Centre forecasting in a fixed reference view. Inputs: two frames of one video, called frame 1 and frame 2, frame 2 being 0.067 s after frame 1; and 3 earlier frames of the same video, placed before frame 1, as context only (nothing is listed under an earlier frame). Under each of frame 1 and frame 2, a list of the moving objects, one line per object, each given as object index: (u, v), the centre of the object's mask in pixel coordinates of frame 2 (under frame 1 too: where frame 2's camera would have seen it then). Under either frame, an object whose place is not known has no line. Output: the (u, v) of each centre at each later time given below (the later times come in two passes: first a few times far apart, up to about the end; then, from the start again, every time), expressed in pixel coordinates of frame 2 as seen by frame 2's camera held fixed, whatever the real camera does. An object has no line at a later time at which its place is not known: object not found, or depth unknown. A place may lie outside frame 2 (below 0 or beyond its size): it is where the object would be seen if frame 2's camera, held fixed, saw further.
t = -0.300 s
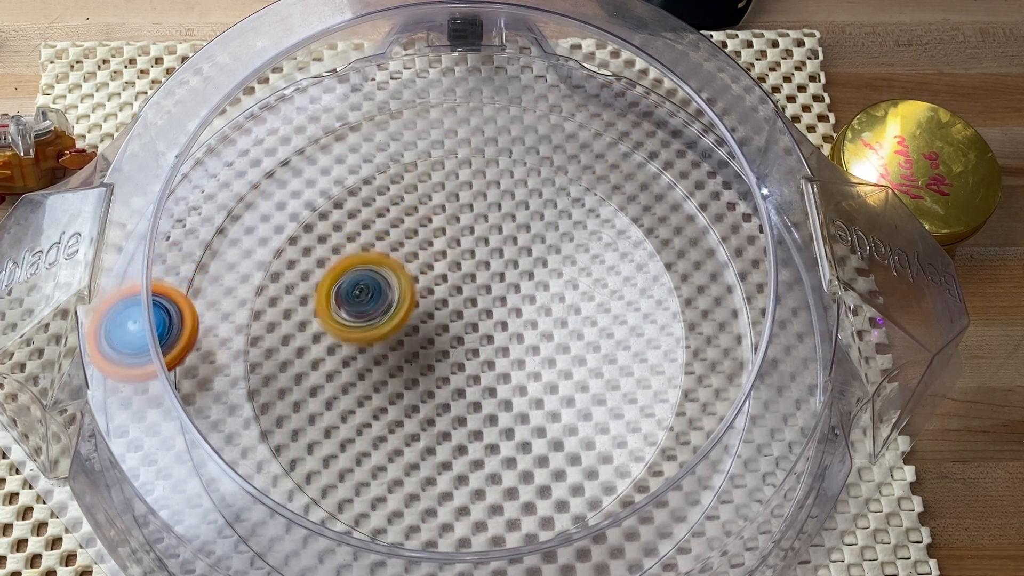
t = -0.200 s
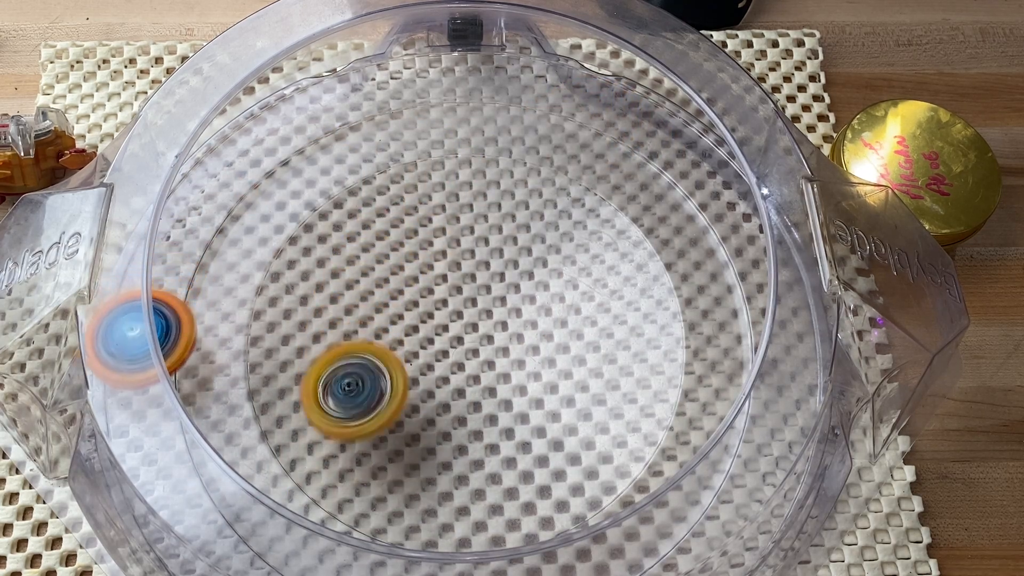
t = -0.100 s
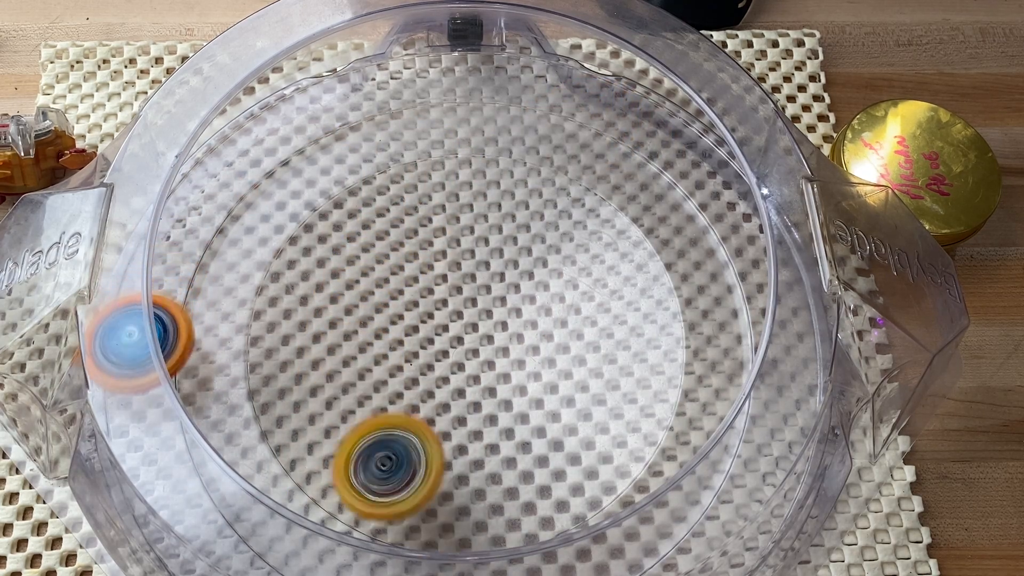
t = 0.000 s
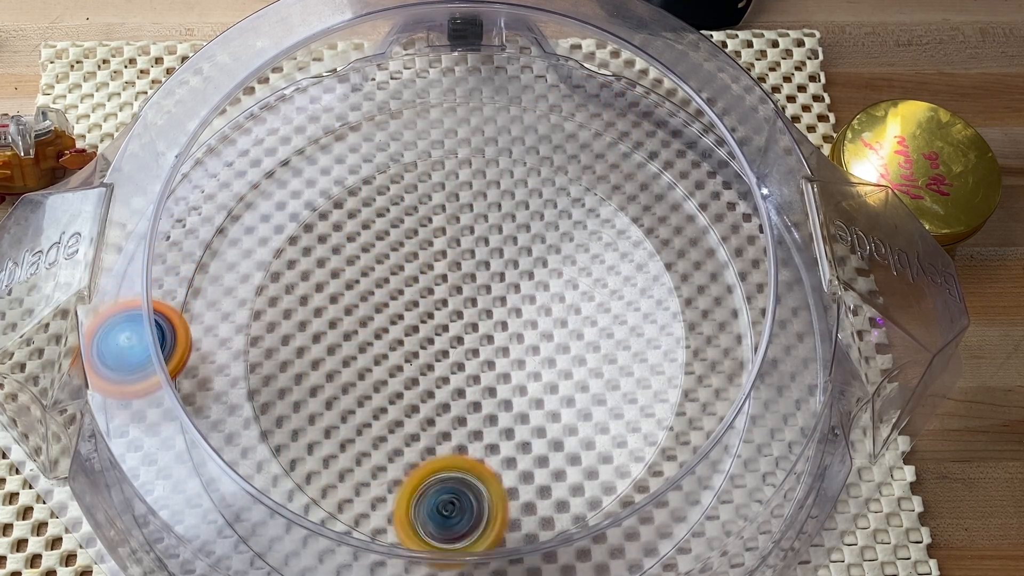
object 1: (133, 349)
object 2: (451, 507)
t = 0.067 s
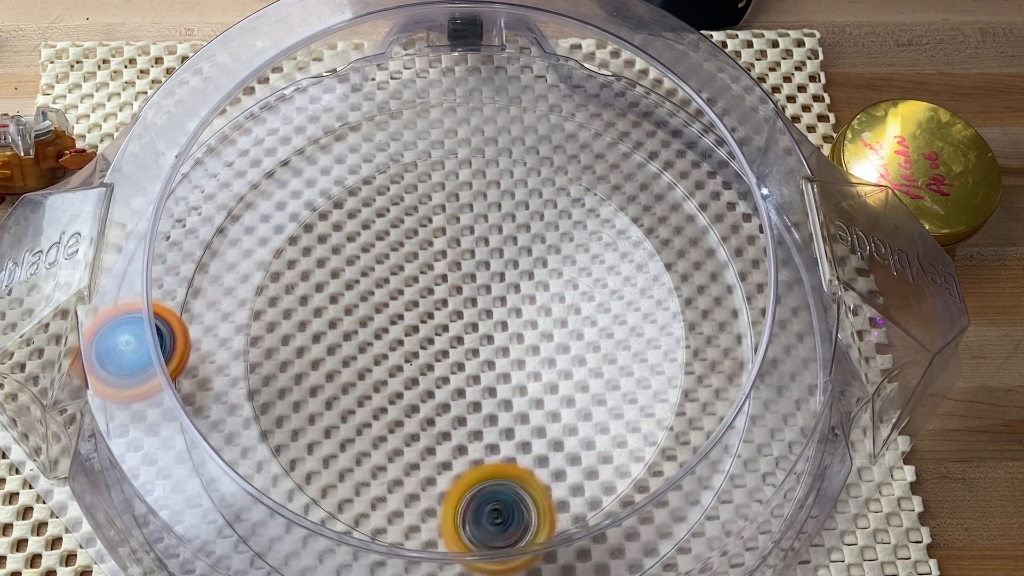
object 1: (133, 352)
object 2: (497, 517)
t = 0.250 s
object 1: (134, 362)
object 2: (595, 452)
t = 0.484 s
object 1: (130, 376)
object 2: (555, 288)
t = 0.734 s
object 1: (148, 390)
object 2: (357, 227)
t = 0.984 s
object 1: (189, 408)
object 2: (270, 325)
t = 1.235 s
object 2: (540, 302)
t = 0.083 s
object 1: (133, 353)
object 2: (509, 509)
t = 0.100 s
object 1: (132, 354)
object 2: (521, 513)
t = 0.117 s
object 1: (133, 355)
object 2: (530, 504)
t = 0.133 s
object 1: (134, 355)
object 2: (541, 501)
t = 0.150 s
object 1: (133, 357)
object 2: (550, 496)
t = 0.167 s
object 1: (134, 357)
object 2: (562, 494)
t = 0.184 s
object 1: (133, 359)
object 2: (570, 485)
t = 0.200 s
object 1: (134, 359)
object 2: (578, 479)
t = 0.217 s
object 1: (134, 360)
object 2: (585, 471)
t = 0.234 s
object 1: (134, 361)
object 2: (590, 462)
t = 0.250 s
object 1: (134, 362)
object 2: (595, 452)
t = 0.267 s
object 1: (129, 364)
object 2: (598, 442)
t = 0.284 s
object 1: (130, 364)
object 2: (601, 431)
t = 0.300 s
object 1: (129, 365)
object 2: (602, 419)
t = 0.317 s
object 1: (129, 367)
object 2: (603, 408)
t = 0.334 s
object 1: (129, 368)
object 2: (602, 395)
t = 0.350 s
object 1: (129, 368)
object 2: (600, 384)
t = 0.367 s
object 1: (129, 369)
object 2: (599, 371)
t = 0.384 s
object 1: (129, 370)
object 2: (595, 359)
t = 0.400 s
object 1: (129, 371)
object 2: (591, 347)
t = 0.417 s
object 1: (130, 372)
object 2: (587, 334)
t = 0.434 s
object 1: (130, 372)
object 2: (580, 322)
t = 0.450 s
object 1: (129, 373)
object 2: (574, 310)
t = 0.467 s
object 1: (130, 375)
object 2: (564, 298)
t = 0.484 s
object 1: (130, 376)
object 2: (555, 288)
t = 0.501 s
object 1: (130, 377)
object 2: (544, 276)
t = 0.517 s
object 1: (135, 378)
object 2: (533, 267)
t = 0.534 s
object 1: (134, 379)
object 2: (520, 257)
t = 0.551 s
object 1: (135, 380)
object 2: (506, 249)
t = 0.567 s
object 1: (139, 381)
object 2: (493, 242)
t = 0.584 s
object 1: (140, 381)
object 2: (478, 235)
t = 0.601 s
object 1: (139, 383)
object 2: (464, 231)
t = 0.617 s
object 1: (141, 384)
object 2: (449, 226)
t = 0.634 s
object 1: (142, 386)
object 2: (435, 224)
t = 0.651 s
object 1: (143, 386)
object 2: (421, 223)
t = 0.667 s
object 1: (143, 387)
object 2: (407, 222)
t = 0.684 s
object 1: (144, 388)
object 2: (393, 222)
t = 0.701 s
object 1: (146, 389)
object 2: (380, 223)
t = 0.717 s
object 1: (147, 390)
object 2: (368, 225)
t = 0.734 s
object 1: (148, 390)
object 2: (357, 227)
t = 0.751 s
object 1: (149, 391)
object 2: (345, 231)
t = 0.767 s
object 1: (150, 392)
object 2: (335, 234)
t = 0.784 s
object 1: (152, 394)
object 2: (324, 239)
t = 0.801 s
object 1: (154, 394)
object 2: (316, 243)
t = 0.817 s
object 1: (155, 394)
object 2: (307, 249)
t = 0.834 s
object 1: (157, 395)
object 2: (299, 255)
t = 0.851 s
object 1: (159, 396)
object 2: (293, 260)
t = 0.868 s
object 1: (160, 397)
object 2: (286, 268)
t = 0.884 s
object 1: (162, 397)
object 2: (281, 274)
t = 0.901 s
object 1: (163, 398)
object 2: (276, 282)
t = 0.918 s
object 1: (166, 400)
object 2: (273, 290)
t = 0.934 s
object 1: (169, 402)
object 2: (270, 299)
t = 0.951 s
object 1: (175, 402)
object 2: (270, 307)
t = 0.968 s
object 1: (182, 405)
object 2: (269, 316)
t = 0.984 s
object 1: (189, 408)
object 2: (270, 325)
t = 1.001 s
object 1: (186, 415)
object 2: (286, 329)
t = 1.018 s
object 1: (182, 422)
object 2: (307, 327)
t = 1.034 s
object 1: (180, 432)
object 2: (325, 327)
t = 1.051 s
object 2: (344, 330)
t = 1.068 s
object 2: (367, 332)
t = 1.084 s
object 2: (388, 332)
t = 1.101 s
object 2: (408, 332)
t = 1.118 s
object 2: (428, 332)
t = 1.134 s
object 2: (447, 330)
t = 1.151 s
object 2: (465, 327)
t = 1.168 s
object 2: (482, 324)
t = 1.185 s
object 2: (498, 320)
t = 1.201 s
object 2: (513, 314)
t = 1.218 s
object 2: (528, 309)
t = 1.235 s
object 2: (540, 302)
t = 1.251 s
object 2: (552, 295)
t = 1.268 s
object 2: (563, 287)
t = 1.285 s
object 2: (572, 281)
